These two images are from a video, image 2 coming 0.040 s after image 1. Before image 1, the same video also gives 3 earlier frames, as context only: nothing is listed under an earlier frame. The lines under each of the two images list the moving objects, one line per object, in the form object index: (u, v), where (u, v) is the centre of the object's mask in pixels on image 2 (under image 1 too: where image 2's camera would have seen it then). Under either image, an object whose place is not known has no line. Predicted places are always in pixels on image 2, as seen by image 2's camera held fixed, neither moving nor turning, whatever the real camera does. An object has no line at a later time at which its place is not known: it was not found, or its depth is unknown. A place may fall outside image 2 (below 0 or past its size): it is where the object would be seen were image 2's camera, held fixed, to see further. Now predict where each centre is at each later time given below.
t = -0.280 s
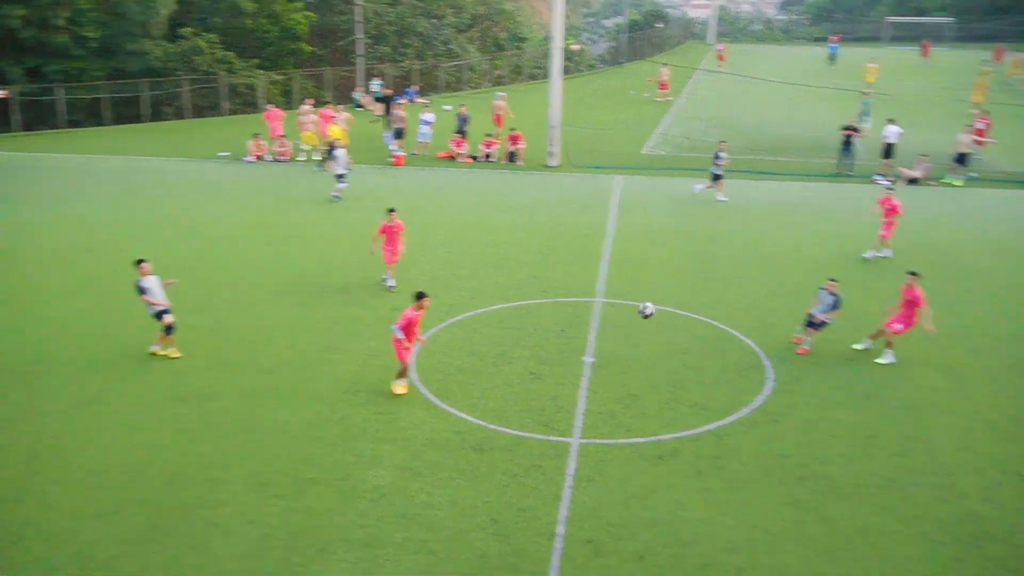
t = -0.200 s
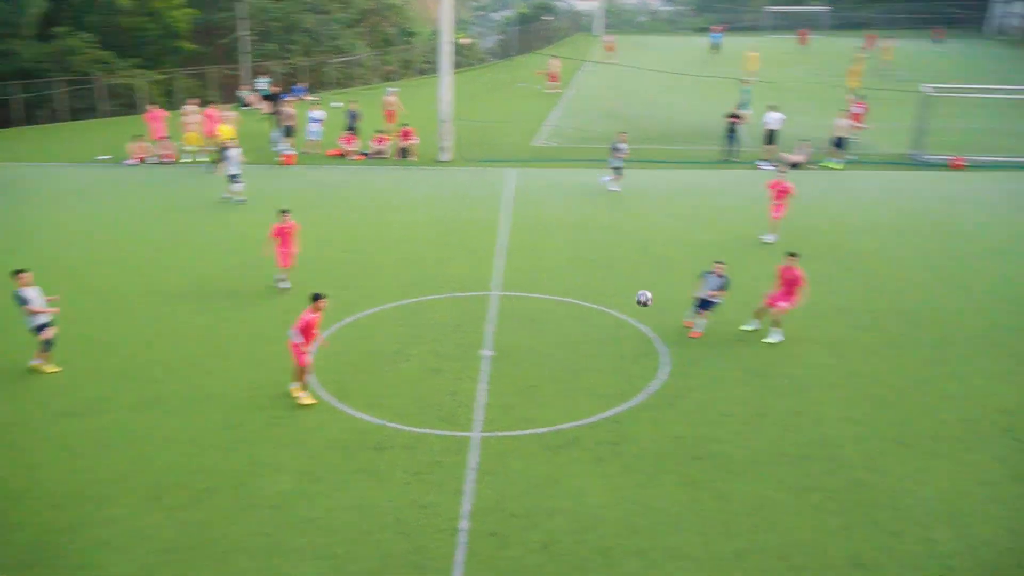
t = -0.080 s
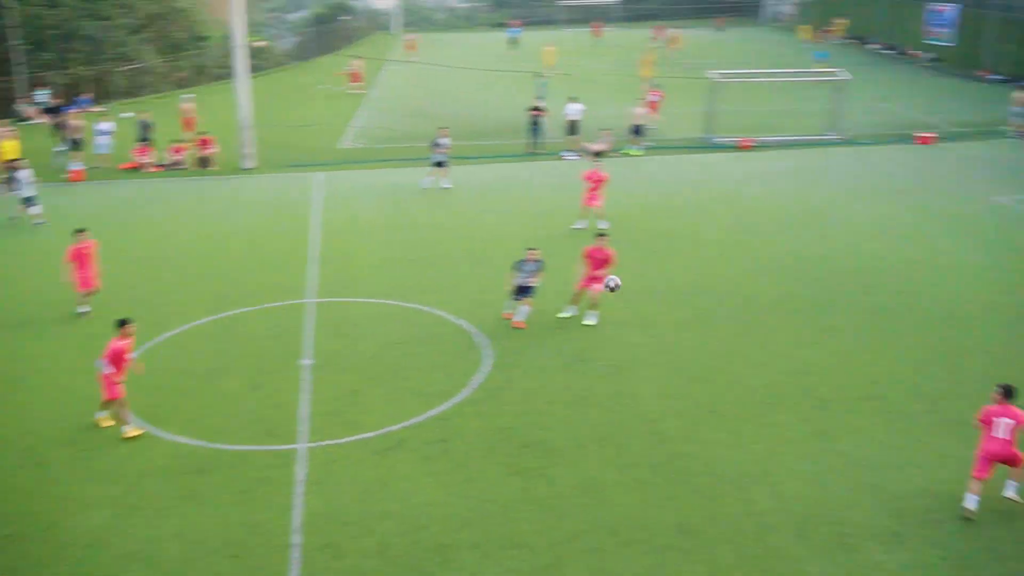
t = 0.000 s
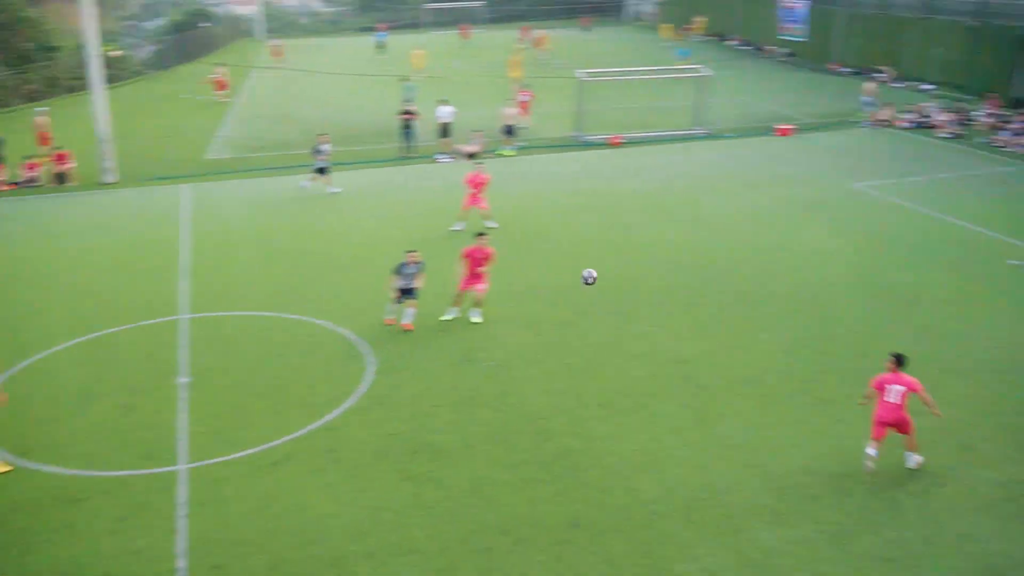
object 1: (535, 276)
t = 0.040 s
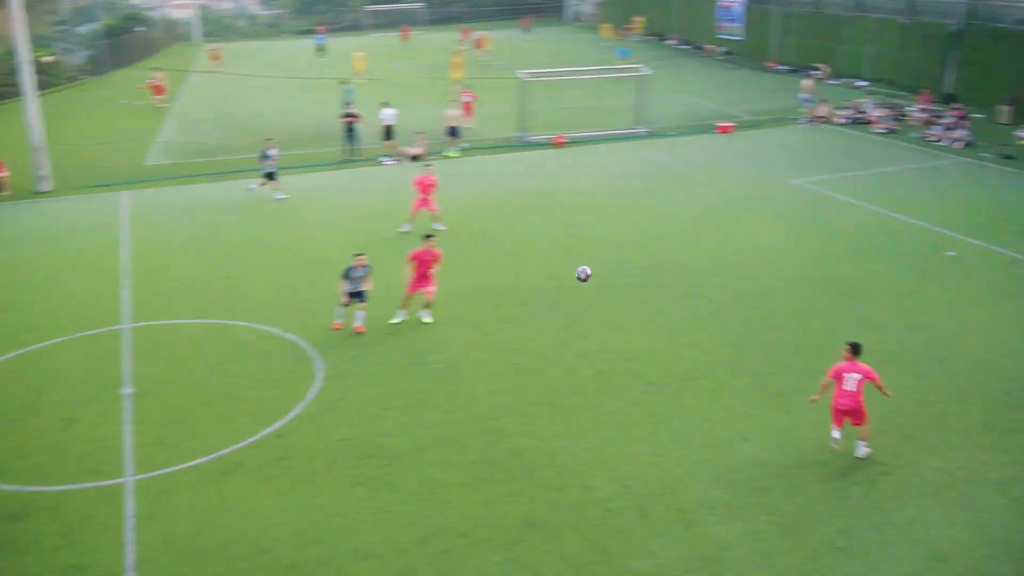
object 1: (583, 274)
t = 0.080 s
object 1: (626, 272)
